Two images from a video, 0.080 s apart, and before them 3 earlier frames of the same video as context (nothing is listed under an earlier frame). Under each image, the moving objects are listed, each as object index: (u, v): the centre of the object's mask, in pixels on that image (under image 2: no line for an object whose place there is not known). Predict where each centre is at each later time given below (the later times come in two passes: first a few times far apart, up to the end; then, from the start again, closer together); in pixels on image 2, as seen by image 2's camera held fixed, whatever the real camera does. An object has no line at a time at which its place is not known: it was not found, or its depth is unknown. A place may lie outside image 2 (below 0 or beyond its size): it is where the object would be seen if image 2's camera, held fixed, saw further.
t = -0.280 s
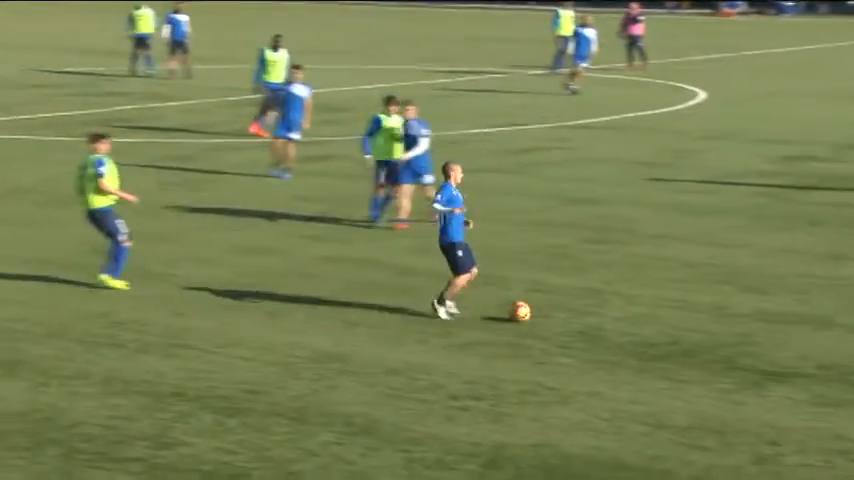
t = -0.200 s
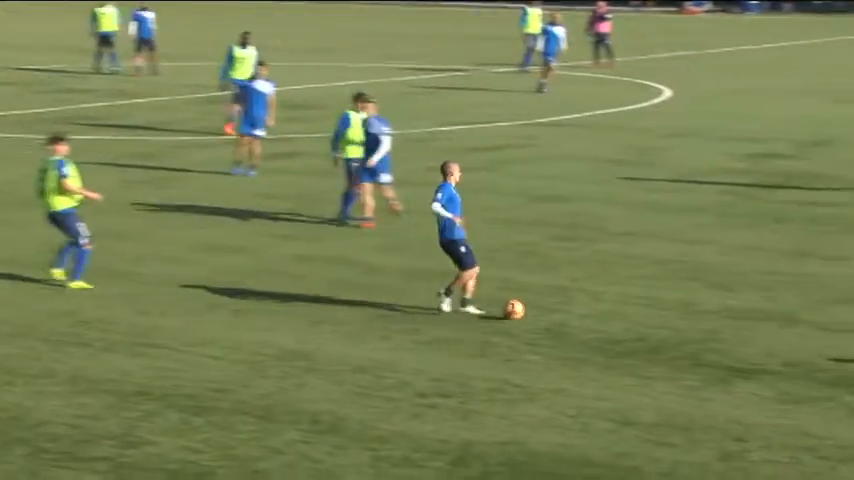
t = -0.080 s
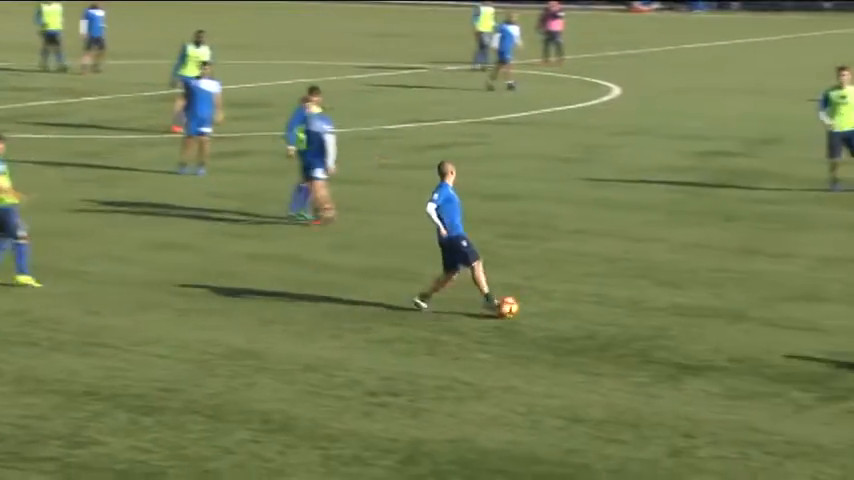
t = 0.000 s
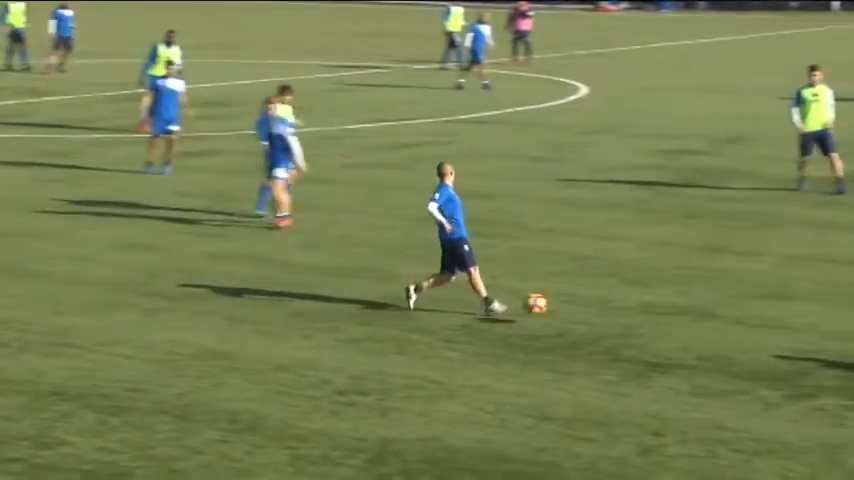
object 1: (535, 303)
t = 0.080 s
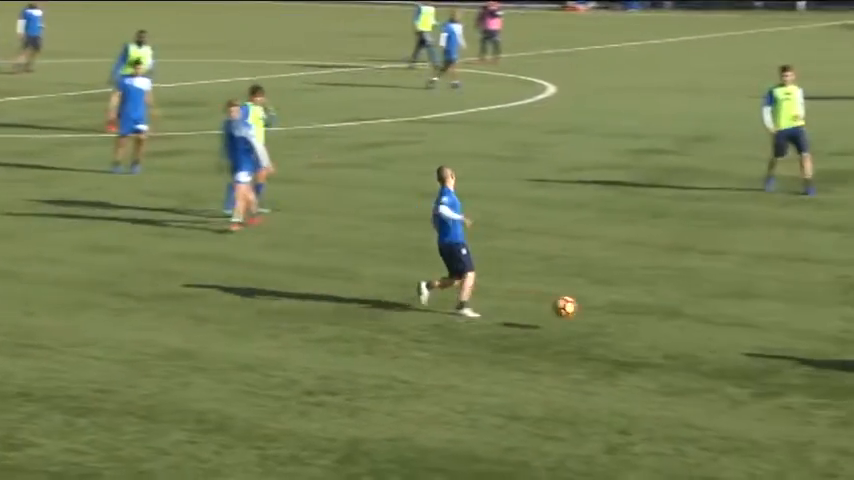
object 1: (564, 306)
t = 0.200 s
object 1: (658, 323)
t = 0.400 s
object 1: (797, 337)
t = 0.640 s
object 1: (950, 360)
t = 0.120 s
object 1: (597, 310)
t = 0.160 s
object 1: (627, 316)
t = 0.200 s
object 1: (658, 323)
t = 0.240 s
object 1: (691, 333)
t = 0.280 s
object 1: (719, 334)
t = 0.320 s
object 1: (744, 333)
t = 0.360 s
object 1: (772, 334)
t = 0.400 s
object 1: (797, 337)
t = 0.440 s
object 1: (825, 343)
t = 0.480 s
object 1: (853, 349)
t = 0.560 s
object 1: (905, 355)
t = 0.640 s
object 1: (950, 360)
